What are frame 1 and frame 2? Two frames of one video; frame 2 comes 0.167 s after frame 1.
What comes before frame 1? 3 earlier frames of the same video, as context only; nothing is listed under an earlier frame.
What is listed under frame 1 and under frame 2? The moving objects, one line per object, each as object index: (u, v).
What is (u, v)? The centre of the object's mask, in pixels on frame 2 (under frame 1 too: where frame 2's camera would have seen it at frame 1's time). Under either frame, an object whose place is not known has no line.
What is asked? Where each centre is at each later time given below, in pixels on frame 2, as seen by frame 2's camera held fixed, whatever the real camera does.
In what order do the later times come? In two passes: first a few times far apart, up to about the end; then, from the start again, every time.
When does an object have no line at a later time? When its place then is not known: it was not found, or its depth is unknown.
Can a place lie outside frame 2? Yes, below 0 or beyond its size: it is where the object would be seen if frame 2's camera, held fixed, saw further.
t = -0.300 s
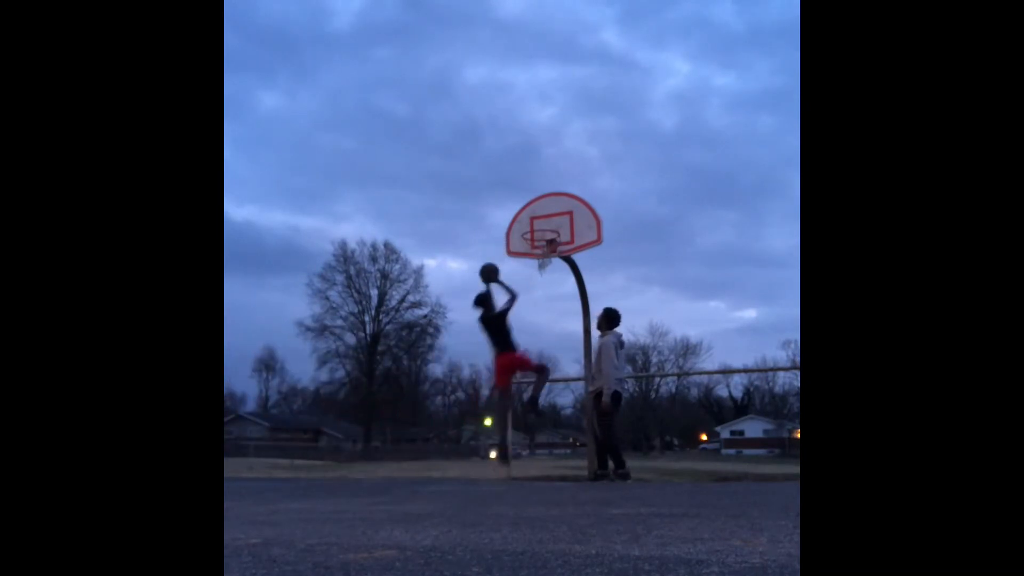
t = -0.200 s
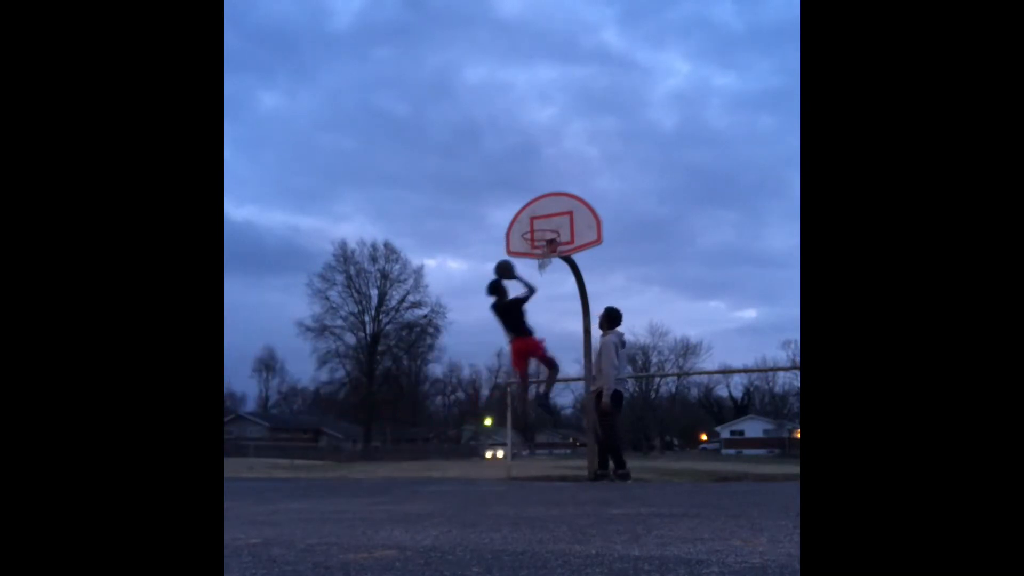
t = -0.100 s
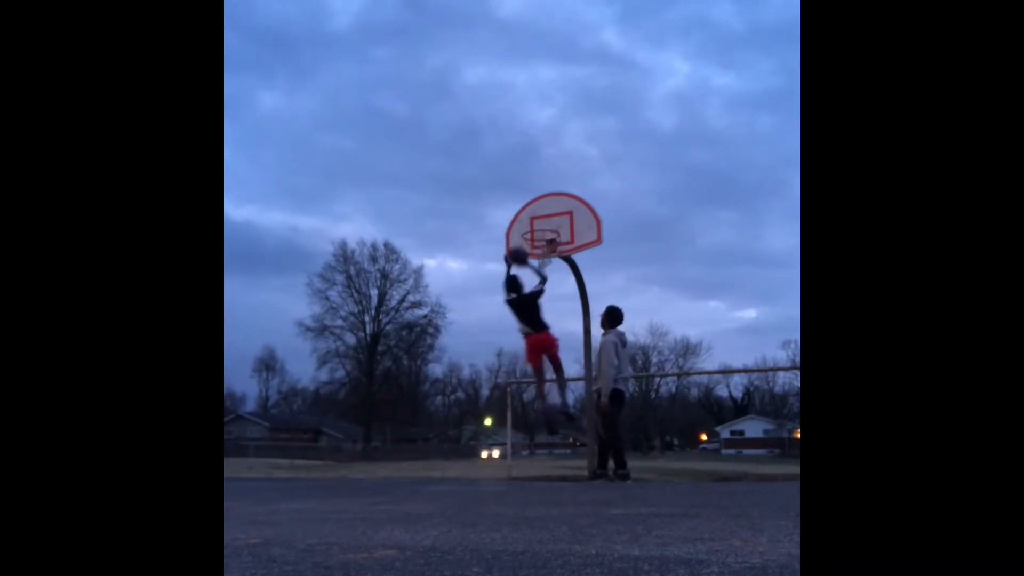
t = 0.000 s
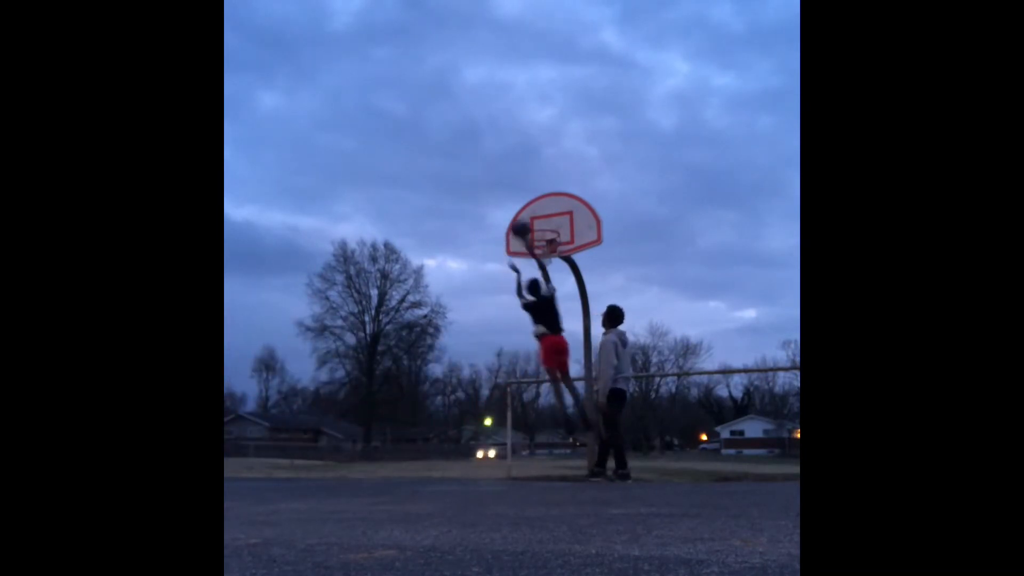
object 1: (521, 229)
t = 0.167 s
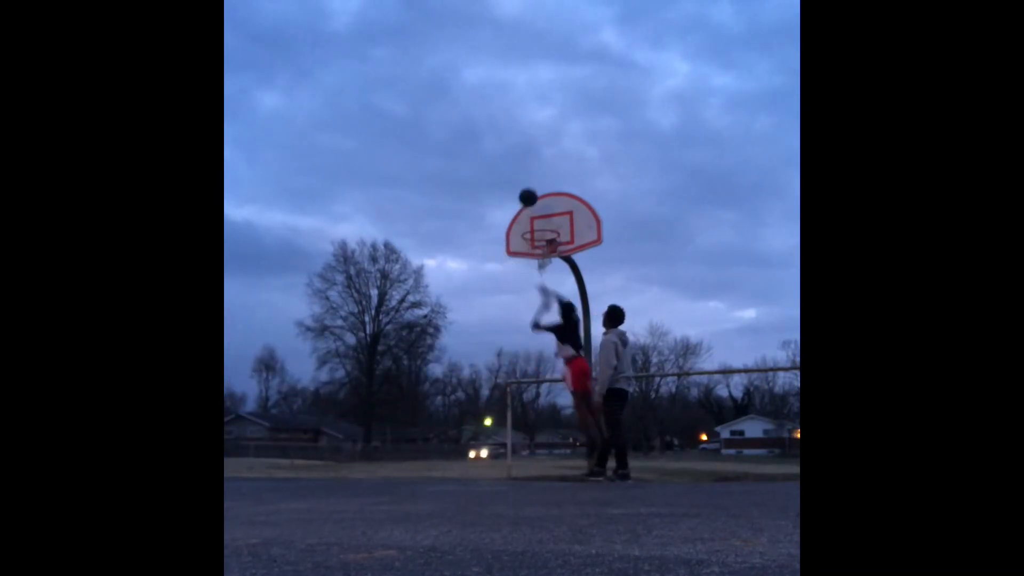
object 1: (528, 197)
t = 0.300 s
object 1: (533, 188)
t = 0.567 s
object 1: (540, 202)
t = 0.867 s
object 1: (534, 267)
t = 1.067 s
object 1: (530, 352)
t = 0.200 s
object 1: (529, 194)
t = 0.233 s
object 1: (531, 191)
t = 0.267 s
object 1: (532, 189)
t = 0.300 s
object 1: (533, 188)
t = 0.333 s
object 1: (535, 188)
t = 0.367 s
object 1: (536, 188)
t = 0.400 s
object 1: (538, 189)
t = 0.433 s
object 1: (539, 191)
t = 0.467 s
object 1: (540, 194)
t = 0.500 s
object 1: (541, 197)
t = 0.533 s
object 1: (541, 200)
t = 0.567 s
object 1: (540, 202)
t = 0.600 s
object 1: (539, 206)
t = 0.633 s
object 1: (539, 211)
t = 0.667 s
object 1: (538, 216)
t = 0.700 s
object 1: (537, 222)
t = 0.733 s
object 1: (536, 230)
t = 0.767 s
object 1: (536, 238)
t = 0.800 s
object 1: (535, 247)
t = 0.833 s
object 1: (535, 255)
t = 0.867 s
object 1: (534, 267)
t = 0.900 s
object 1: (533, 278)
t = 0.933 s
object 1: (532, 290)
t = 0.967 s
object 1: (531, 305)
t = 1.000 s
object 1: (531, 319)
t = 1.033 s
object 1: (530, 334)
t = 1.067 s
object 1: (530, 352)
